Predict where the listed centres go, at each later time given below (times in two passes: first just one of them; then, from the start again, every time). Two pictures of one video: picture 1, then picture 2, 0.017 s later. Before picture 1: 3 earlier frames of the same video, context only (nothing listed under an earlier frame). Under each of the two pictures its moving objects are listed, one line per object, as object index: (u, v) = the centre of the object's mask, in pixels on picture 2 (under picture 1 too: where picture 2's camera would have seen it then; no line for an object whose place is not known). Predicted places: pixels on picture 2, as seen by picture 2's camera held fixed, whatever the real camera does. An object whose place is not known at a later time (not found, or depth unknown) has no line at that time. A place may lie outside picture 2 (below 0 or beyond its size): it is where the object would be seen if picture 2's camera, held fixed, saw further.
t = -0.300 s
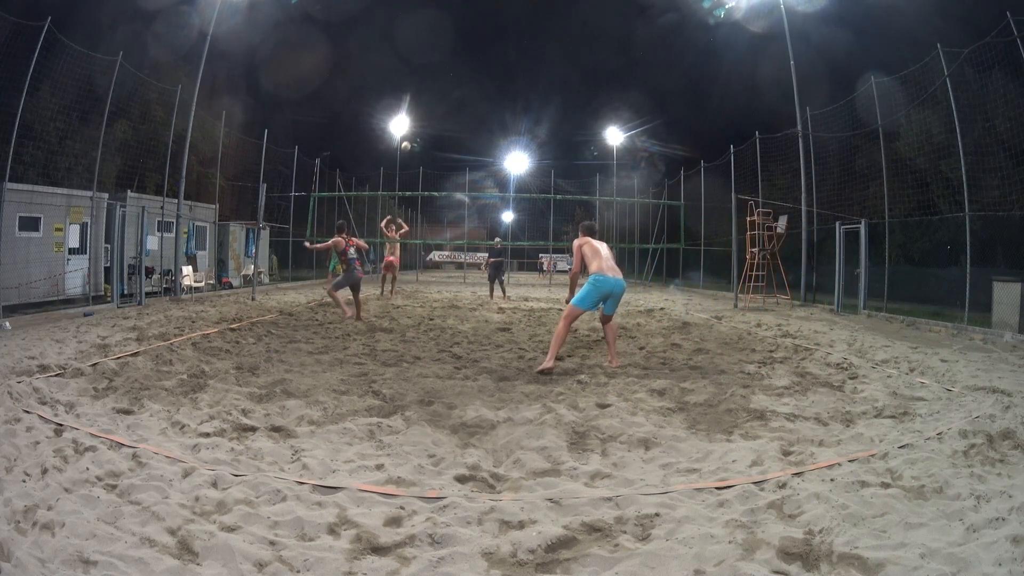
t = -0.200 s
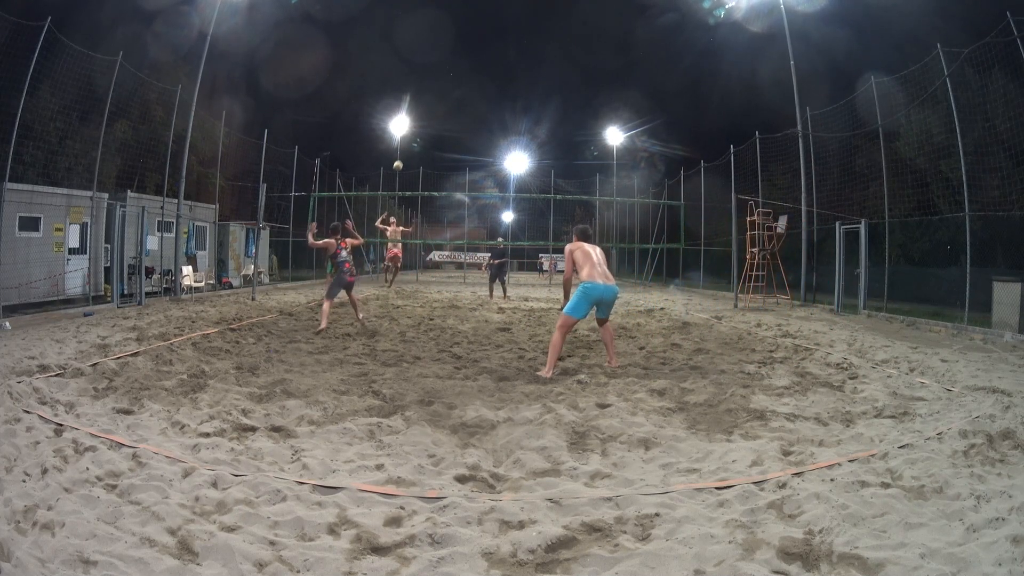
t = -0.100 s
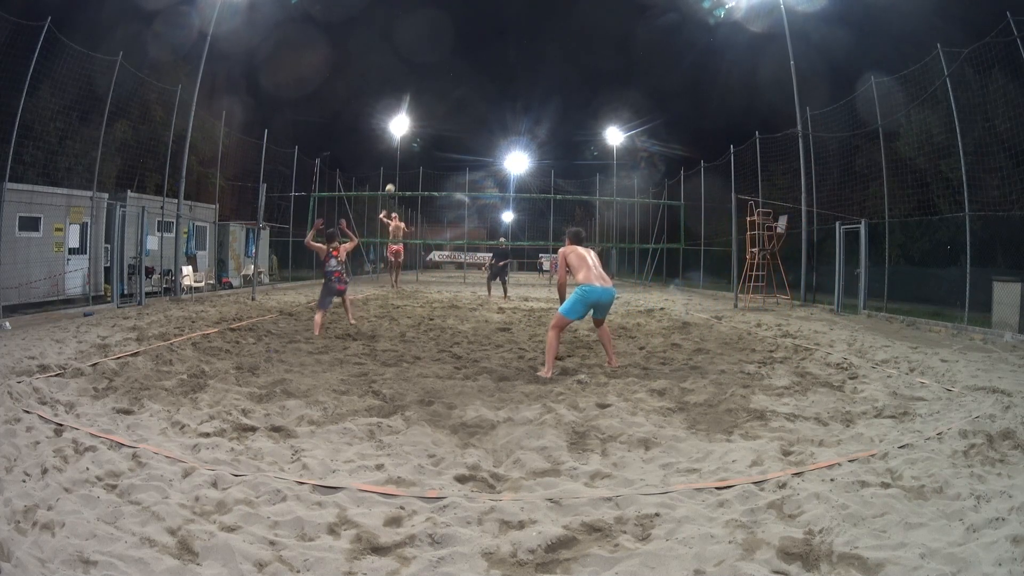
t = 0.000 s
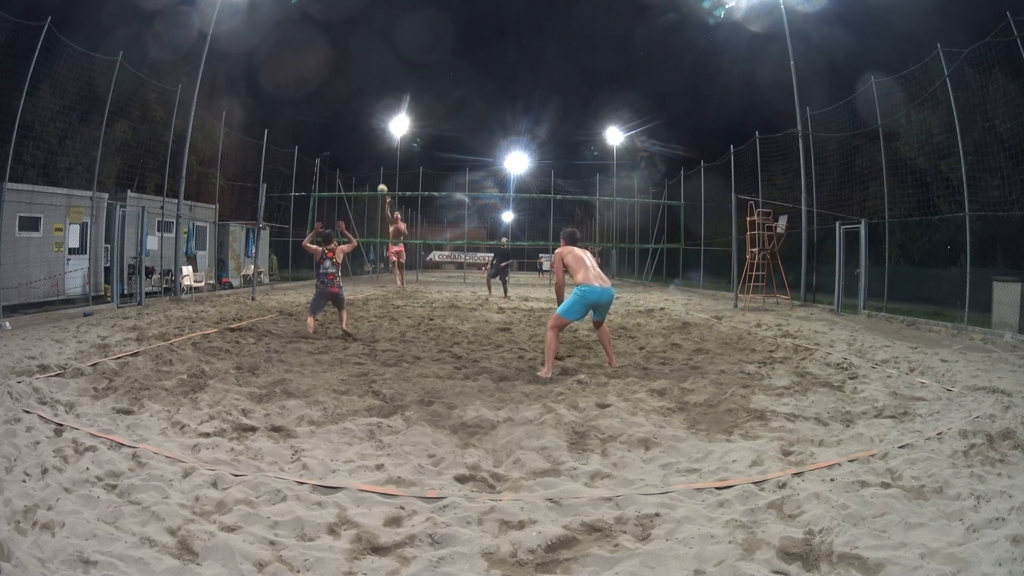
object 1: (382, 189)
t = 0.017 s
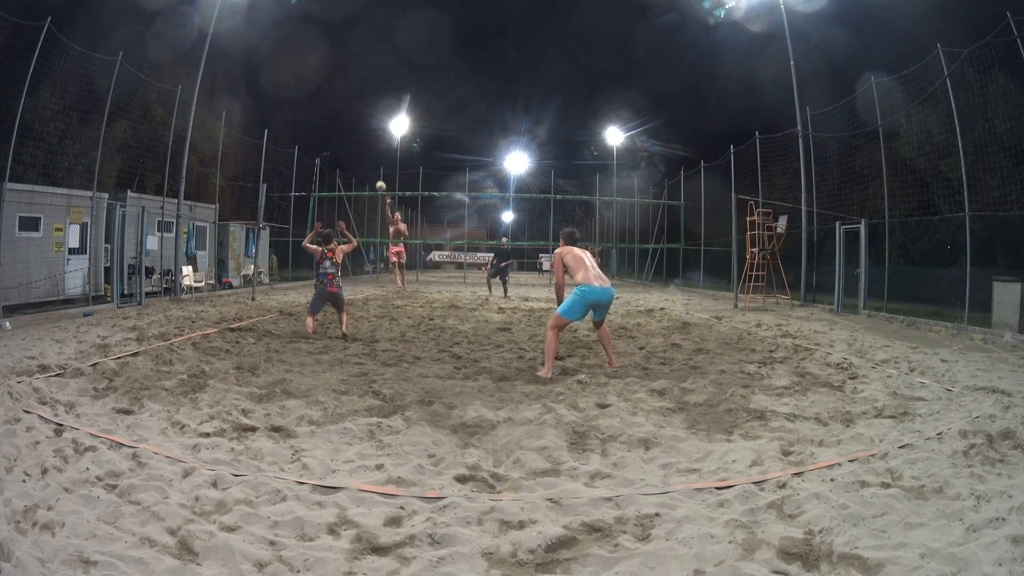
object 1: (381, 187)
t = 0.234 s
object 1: (356, 155)
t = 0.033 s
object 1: (379, 184)
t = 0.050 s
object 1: (378, 181)
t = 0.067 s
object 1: (376, 178)
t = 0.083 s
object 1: (374, 175)
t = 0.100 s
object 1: (372, 173)
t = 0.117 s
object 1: (371, 170)
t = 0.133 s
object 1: (369, 168)
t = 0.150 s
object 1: (367, 165)
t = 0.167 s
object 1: (365, 163)
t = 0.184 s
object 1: (363, 161)
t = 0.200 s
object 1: (361, 159)
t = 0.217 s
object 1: (358, 157)
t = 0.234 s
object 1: (356, 155)
